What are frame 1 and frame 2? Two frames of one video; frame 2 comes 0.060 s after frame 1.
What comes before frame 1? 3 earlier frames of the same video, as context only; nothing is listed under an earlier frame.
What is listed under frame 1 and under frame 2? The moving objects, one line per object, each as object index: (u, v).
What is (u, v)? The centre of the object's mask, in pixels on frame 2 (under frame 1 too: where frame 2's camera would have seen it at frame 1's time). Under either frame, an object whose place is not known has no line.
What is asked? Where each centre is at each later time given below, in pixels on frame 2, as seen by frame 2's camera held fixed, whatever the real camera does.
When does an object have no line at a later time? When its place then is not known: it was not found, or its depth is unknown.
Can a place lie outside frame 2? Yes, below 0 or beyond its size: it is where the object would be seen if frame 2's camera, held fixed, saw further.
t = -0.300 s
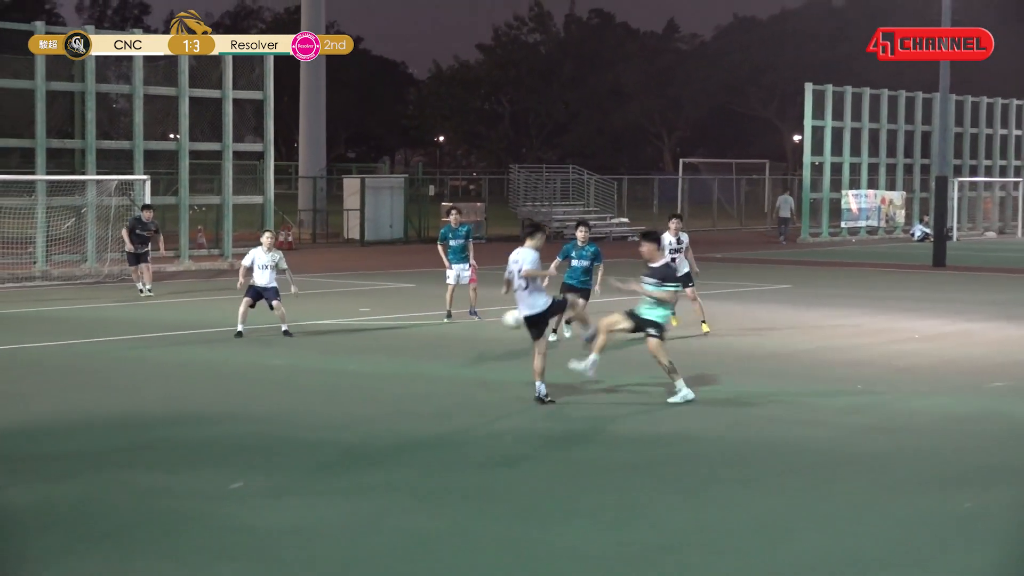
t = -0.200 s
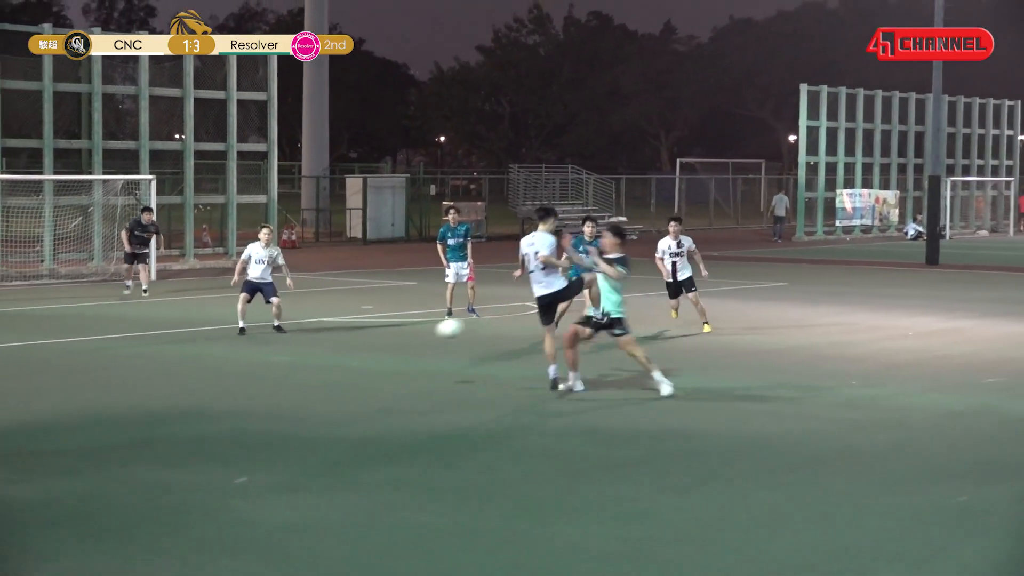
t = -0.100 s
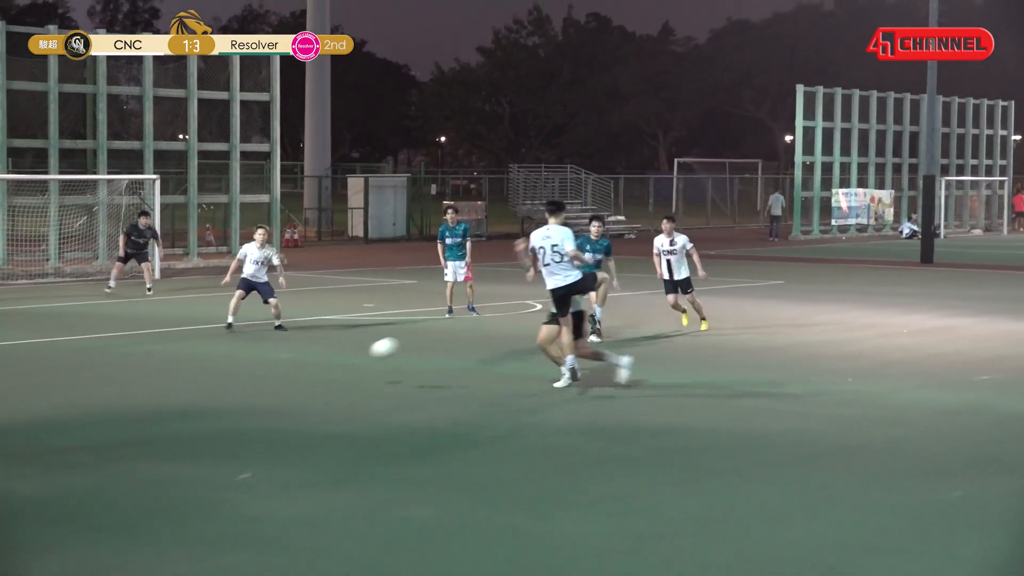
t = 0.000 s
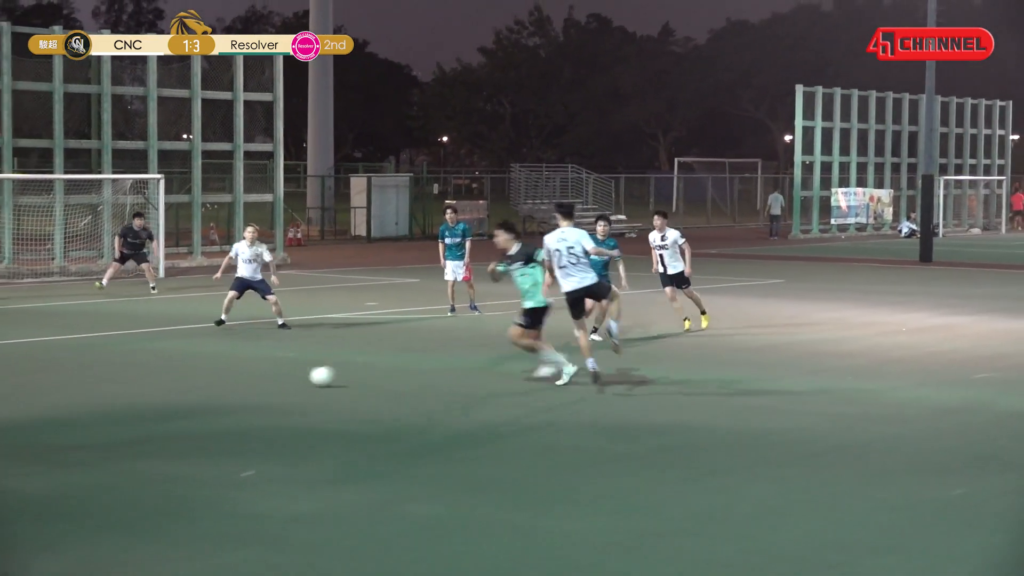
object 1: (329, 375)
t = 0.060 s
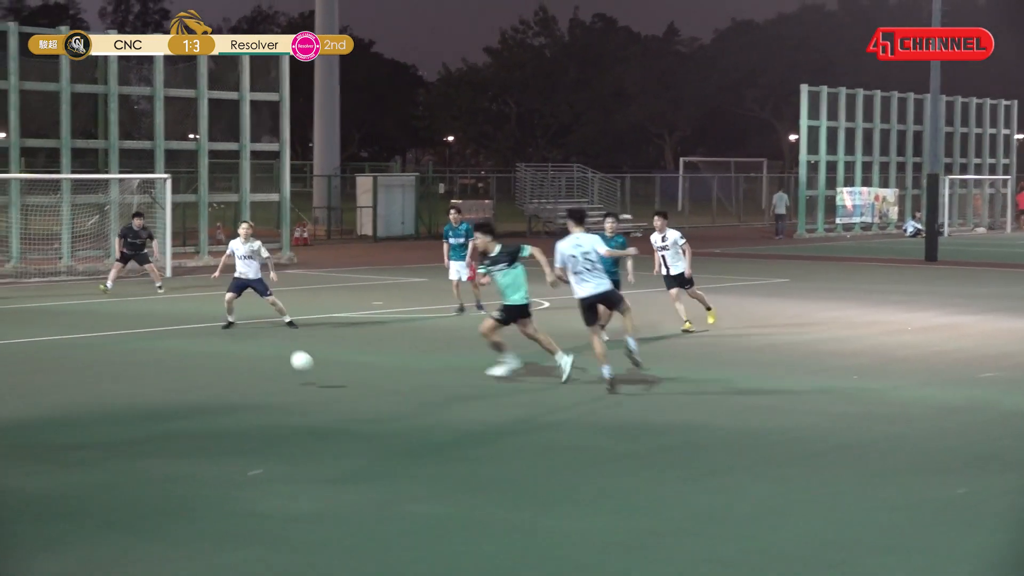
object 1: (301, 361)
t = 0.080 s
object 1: (293, 356)
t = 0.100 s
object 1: (284, 352)
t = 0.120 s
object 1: (275, 349)
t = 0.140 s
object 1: (266, 346)
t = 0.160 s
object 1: (257, 343)
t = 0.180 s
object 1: (249, 340)
